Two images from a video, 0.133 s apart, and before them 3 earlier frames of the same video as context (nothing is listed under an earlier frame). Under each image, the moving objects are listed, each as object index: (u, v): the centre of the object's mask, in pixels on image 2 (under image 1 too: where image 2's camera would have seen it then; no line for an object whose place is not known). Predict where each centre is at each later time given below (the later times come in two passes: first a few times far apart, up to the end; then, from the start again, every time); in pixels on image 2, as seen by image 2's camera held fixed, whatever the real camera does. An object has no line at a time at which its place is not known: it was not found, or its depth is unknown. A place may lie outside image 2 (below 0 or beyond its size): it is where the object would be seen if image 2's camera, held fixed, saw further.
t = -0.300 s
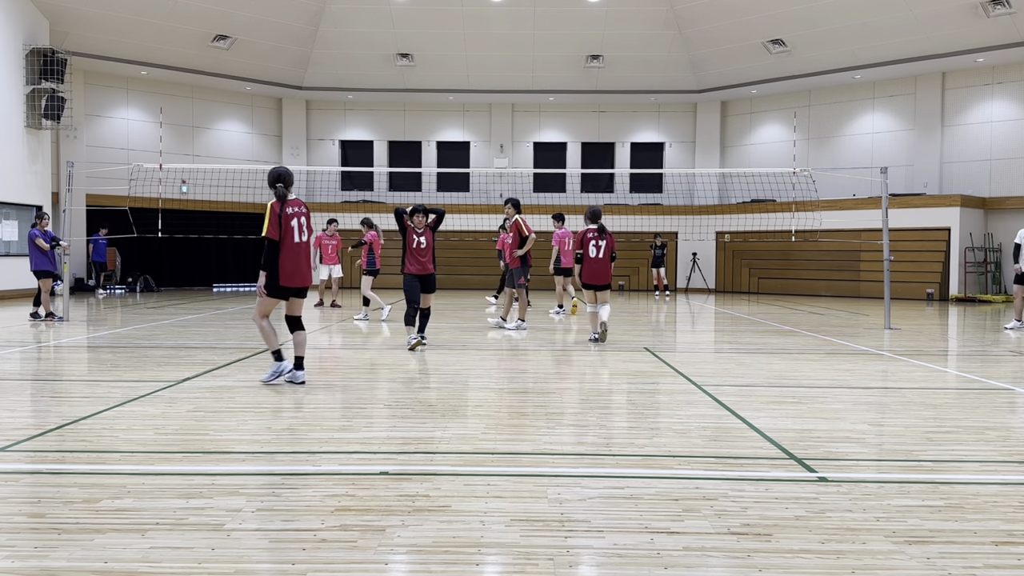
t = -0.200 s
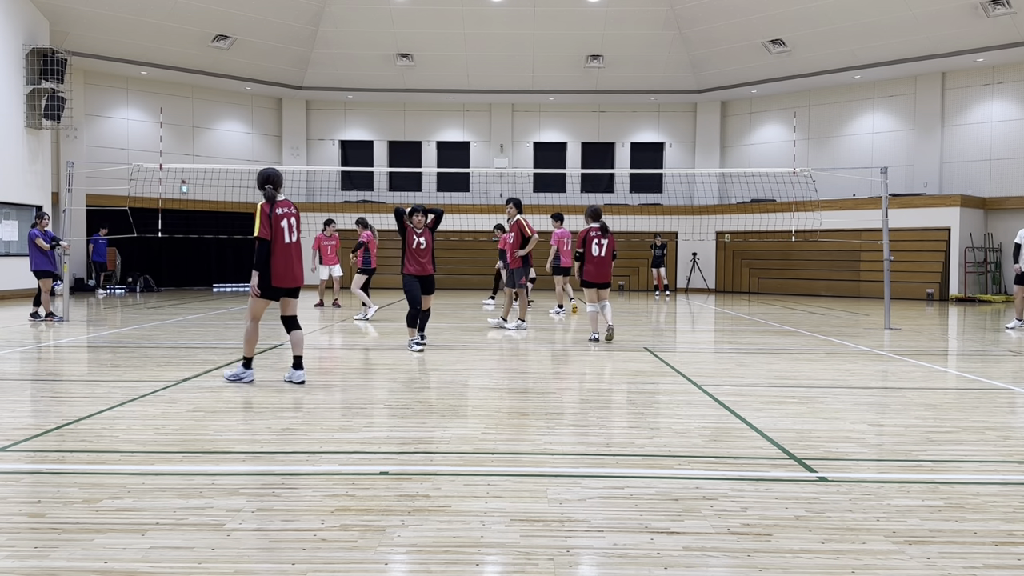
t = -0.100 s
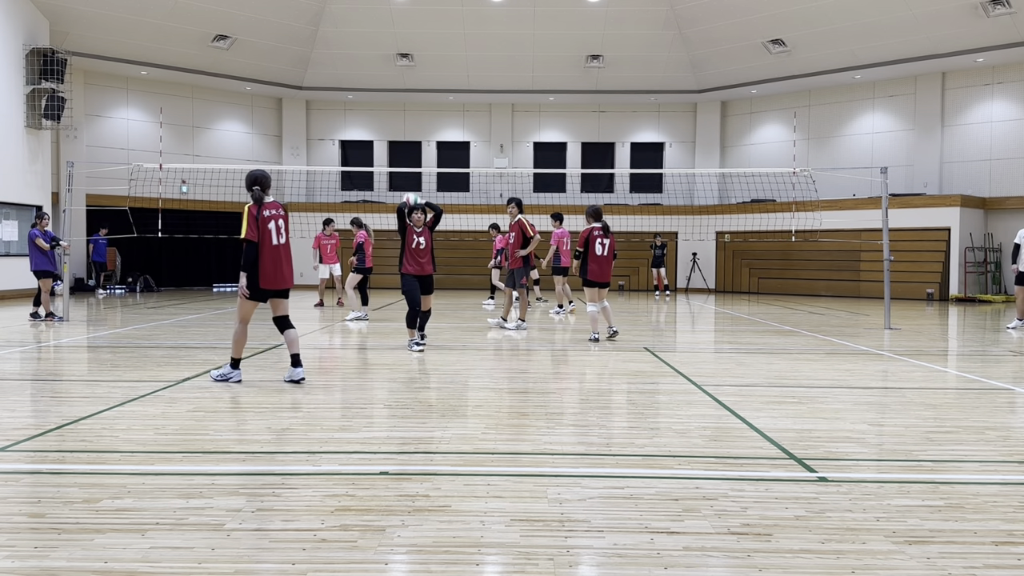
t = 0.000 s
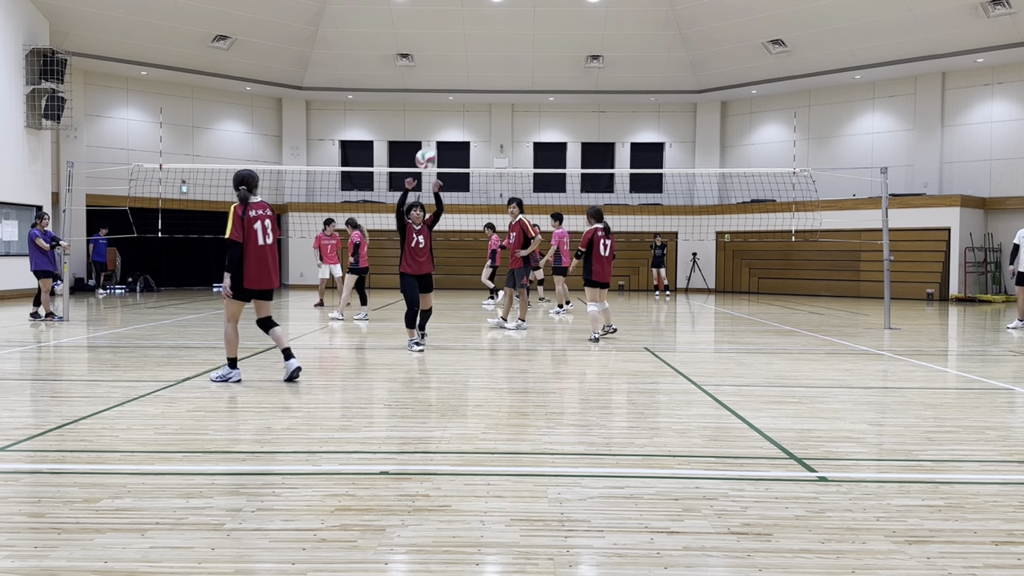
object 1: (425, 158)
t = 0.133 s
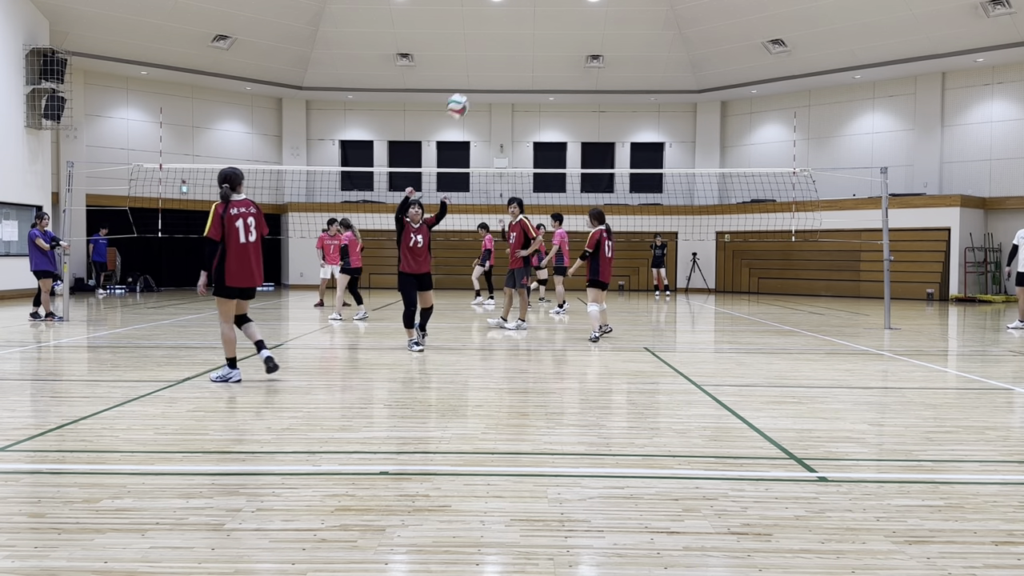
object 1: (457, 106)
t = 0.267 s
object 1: (496, 64)
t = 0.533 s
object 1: (596, 33)
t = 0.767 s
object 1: (720, 100)
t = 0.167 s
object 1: (466, 94)
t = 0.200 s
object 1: (475, 83)
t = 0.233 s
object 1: (485, 73)
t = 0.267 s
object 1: (496, 64)
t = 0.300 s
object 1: (506, 56)
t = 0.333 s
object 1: (517, 49)
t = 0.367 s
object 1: (529, 43)
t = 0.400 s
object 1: (541, 38)
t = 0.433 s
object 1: (554, 35)
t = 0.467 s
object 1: (567, 32)
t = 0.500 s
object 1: (582, 32)
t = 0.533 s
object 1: (596, 33)
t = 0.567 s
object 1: (611, 36)
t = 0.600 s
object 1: (627, 41)
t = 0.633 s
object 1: (644, 48)
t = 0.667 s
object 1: (662, 57)
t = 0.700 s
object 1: (680, 69)
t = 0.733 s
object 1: (700, 83)
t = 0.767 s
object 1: (720, 100)
